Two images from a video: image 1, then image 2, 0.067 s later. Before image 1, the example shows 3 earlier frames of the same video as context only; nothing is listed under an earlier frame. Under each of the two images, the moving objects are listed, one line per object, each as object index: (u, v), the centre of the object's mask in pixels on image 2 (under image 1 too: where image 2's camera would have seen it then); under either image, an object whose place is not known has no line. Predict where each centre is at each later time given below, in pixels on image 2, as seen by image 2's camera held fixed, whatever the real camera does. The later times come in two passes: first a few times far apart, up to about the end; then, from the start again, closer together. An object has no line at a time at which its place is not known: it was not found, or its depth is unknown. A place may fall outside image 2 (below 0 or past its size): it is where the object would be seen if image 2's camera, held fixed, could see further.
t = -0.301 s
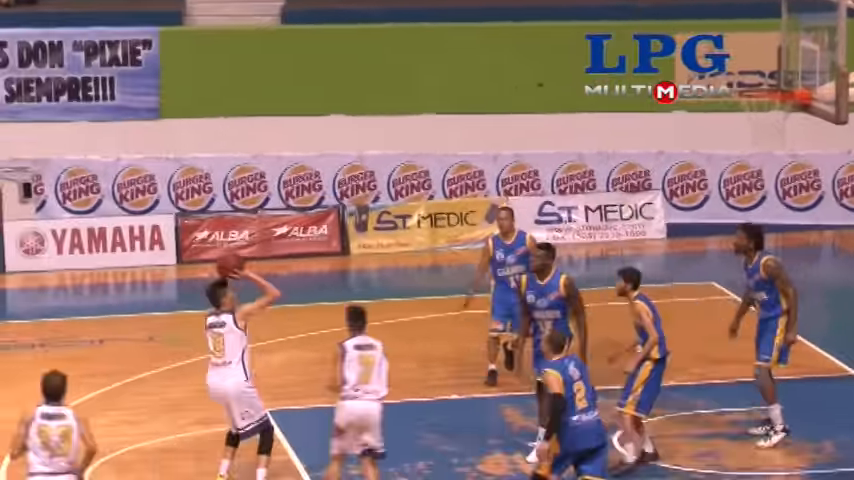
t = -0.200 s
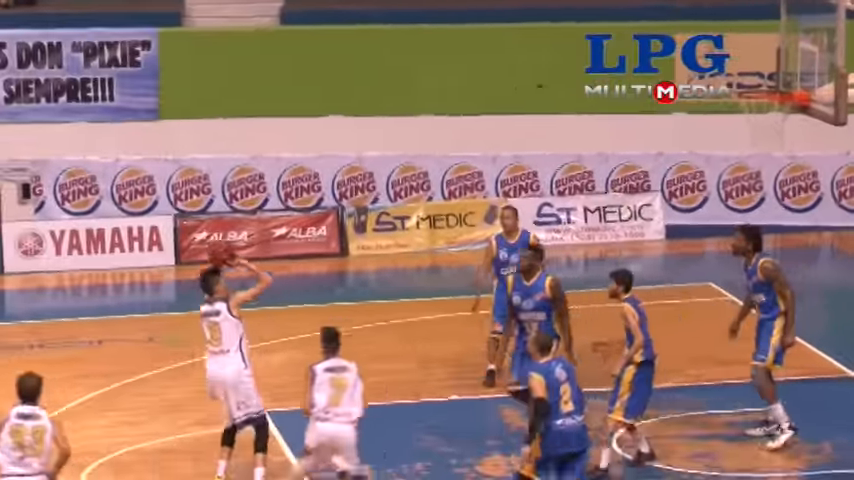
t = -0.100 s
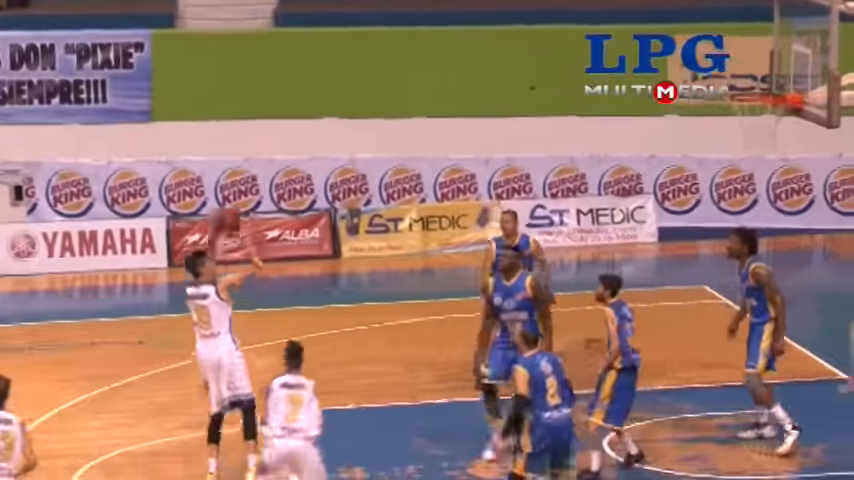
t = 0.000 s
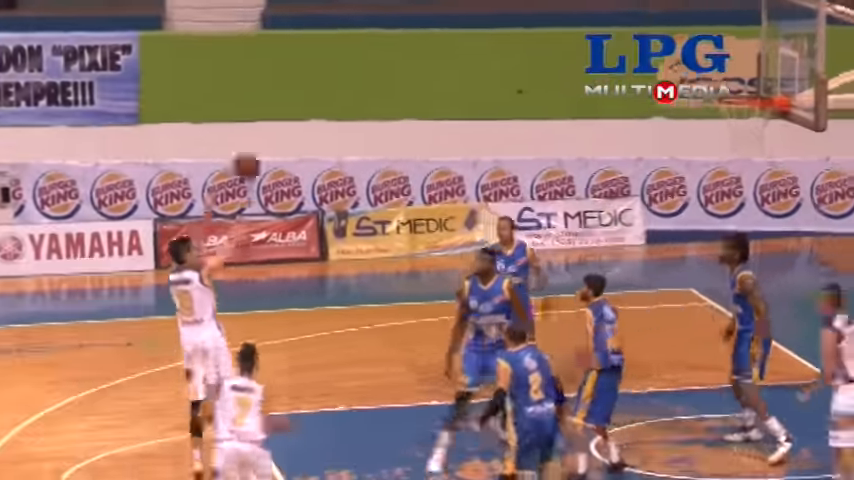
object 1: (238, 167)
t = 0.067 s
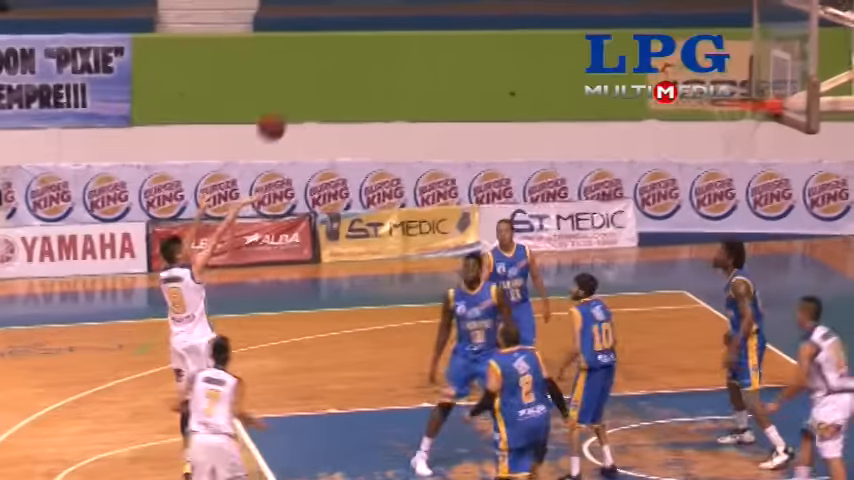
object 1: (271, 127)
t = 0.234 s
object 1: (352, 43)
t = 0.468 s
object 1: (465, -19)
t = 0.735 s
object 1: (586, -20)
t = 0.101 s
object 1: (288, 108)
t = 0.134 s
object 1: (303, 90)
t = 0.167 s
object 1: (319, 73)
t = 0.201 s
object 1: (336, 57)
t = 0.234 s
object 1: (352, 43)
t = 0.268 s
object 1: (368, 29)
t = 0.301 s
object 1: (384, 18)
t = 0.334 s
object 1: (401, 8)
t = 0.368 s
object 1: (415, -2)
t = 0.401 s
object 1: (431, -11)
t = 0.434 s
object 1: (449, -17)
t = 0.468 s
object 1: (465, -19)
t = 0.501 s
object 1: (481, -22)
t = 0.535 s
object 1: (496, -25)
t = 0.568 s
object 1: (511, -26)
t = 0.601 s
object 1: (527, -27)
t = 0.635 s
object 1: (543, -27)
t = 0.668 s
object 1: (558, -27)
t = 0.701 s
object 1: (573, -24)
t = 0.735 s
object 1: (586, -20)
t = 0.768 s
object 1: (603, -15)
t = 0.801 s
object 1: (620, -6)
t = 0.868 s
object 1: (650, 13)
